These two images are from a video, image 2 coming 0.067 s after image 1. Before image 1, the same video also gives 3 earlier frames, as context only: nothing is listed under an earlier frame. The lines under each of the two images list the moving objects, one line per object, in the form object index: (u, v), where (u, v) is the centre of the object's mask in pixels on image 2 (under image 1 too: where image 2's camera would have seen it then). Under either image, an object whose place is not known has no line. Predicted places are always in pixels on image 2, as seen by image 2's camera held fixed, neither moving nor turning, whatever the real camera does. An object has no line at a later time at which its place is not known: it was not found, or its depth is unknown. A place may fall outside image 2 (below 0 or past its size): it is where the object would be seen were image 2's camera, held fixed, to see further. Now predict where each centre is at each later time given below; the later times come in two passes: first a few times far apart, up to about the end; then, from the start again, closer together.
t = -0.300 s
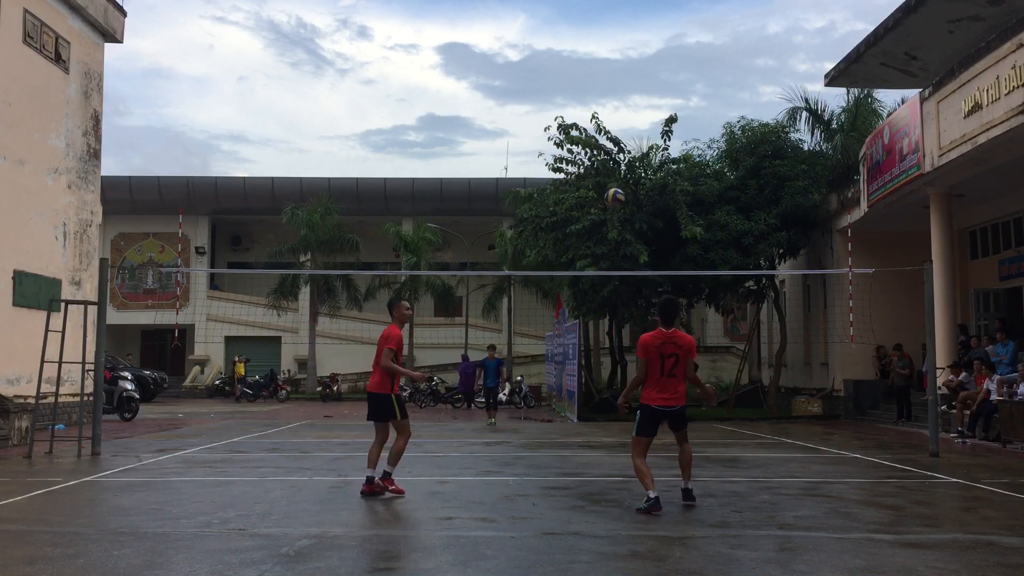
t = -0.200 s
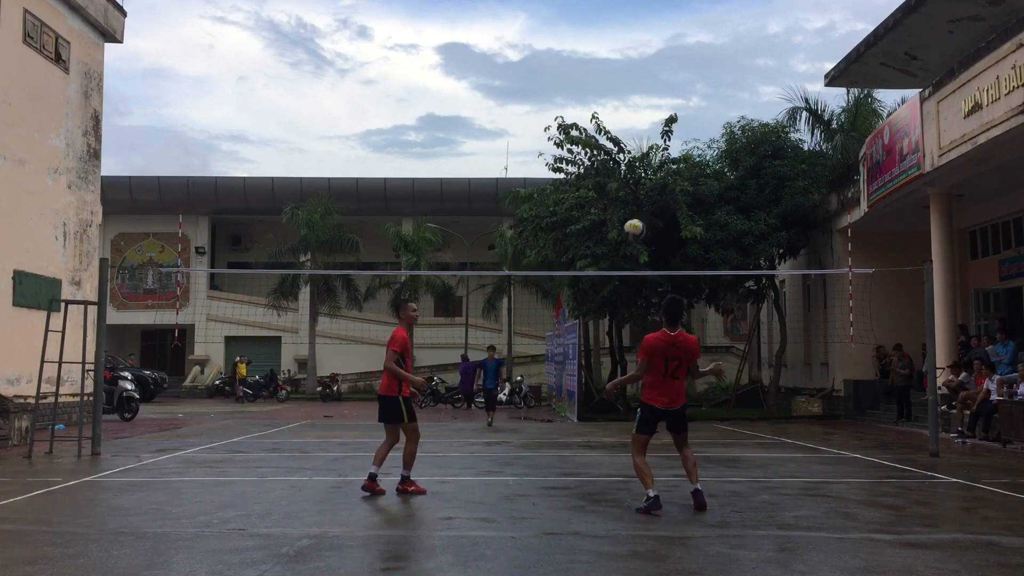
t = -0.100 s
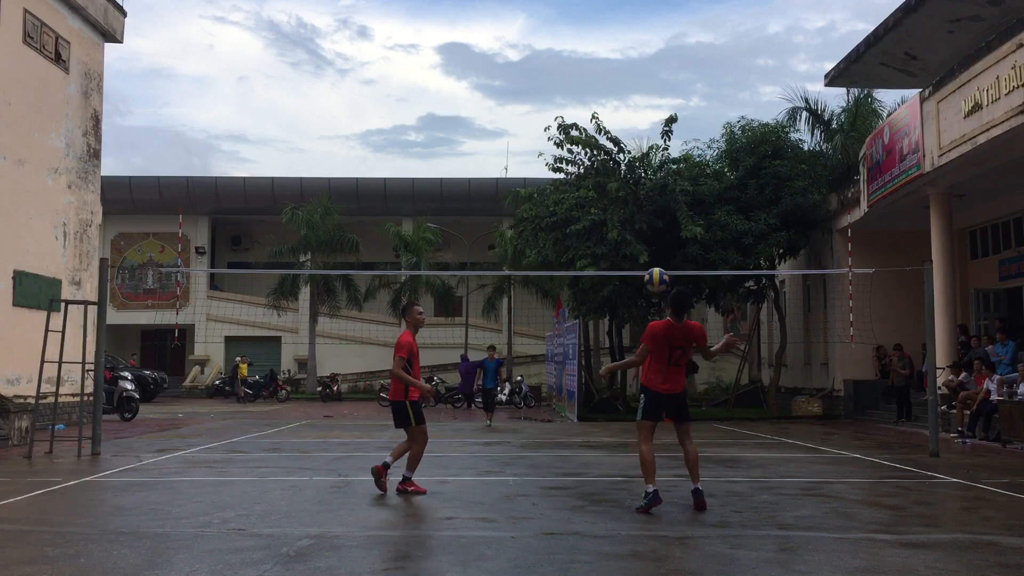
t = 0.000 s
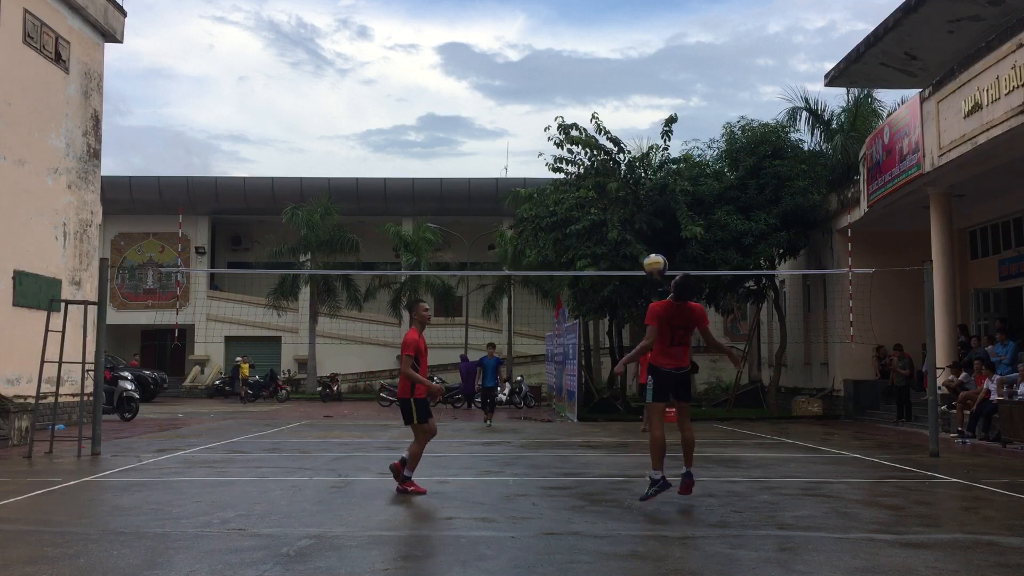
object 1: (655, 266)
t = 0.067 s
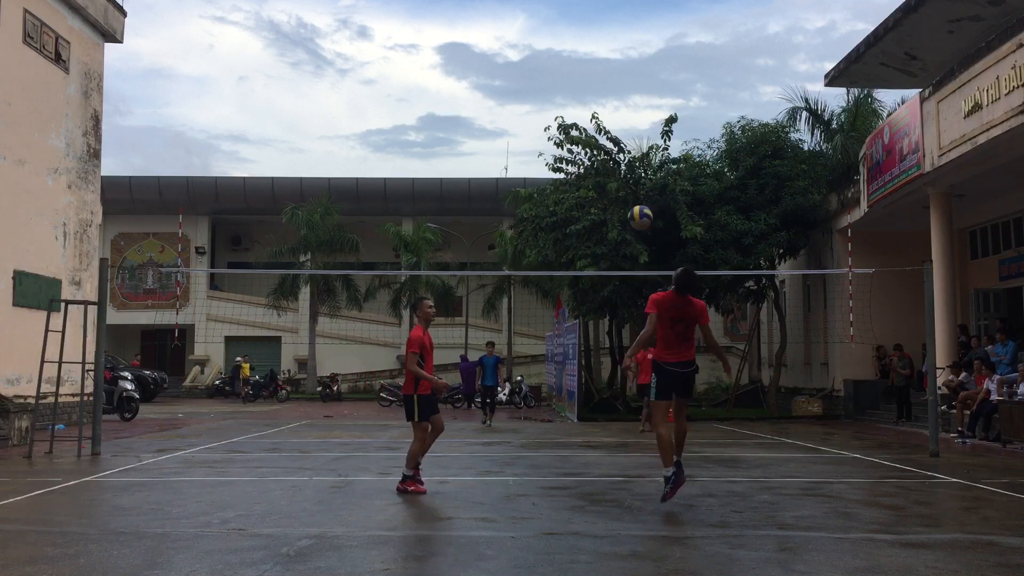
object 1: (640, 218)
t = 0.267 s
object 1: (598, 111)
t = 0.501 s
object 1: (556, 49)
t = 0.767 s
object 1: (512, 49)
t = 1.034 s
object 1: (472, 115)
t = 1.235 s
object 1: (445, 202)
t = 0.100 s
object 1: (633, 196)
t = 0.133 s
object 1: (627, 176)
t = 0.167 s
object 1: (619, 155)
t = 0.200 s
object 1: (612, 139)
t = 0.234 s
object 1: (605, 125)
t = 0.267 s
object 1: (598, 111)
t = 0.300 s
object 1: (592, 98)
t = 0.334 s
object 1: (586, 86)
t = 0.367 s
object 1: (579, 76)
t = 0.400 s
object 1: (573, 67)
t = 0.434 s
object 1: (567, 60)
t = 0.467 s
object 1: (561, 54)
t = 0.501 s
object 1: (556, 49)
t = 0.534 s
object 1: (550, 45)
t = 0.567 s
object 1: (544, 42)
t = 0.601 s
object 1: (539, 41)
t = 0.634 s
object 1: (533, 40)
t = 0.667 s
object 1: (528, 41)
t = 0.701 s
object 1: (522, 42)
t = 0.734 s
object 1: (517, 45)
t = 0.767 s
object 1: (512, 49)
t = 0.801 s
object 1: (506, 54)
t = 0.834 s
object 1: (501, 60)
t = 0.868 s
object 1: (496, 66)
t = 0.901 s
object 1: (491, 74)
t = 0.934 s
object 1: (486, 83)
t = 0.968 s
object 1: (482, 93)
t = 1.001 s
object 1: (477, 103)
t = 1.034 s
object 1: (472, 115)
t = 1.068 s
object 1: (468, 127)
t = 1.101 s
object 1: (463, 140)
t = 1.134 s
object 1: (459, 154)
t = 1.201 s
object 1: (450, 185)
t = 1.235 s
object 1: (445, 202)
